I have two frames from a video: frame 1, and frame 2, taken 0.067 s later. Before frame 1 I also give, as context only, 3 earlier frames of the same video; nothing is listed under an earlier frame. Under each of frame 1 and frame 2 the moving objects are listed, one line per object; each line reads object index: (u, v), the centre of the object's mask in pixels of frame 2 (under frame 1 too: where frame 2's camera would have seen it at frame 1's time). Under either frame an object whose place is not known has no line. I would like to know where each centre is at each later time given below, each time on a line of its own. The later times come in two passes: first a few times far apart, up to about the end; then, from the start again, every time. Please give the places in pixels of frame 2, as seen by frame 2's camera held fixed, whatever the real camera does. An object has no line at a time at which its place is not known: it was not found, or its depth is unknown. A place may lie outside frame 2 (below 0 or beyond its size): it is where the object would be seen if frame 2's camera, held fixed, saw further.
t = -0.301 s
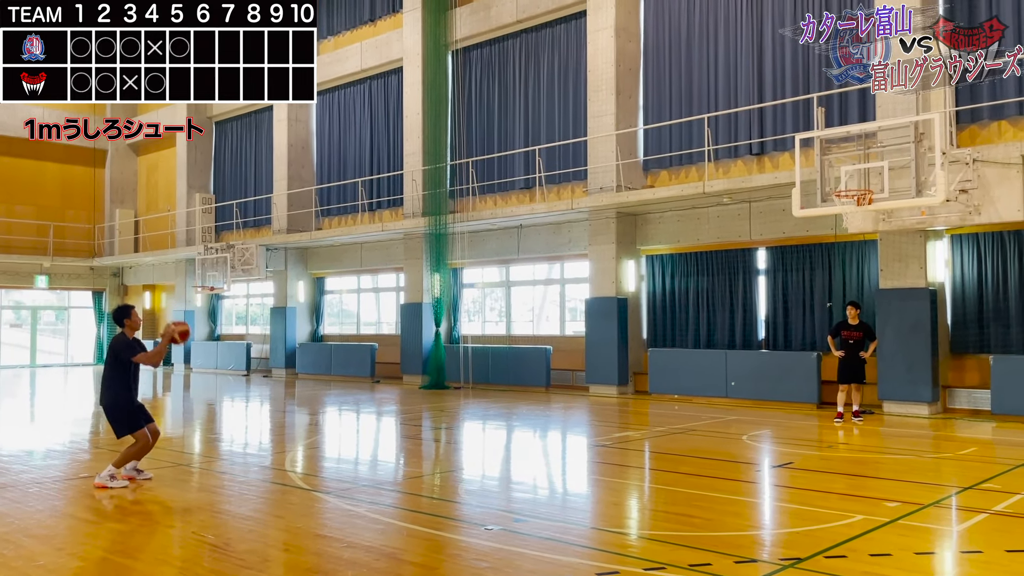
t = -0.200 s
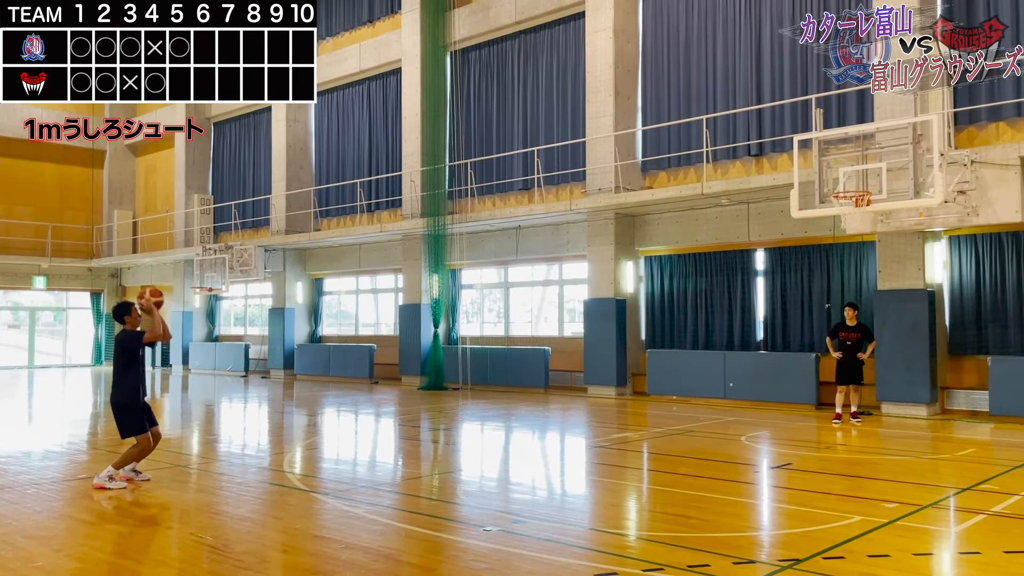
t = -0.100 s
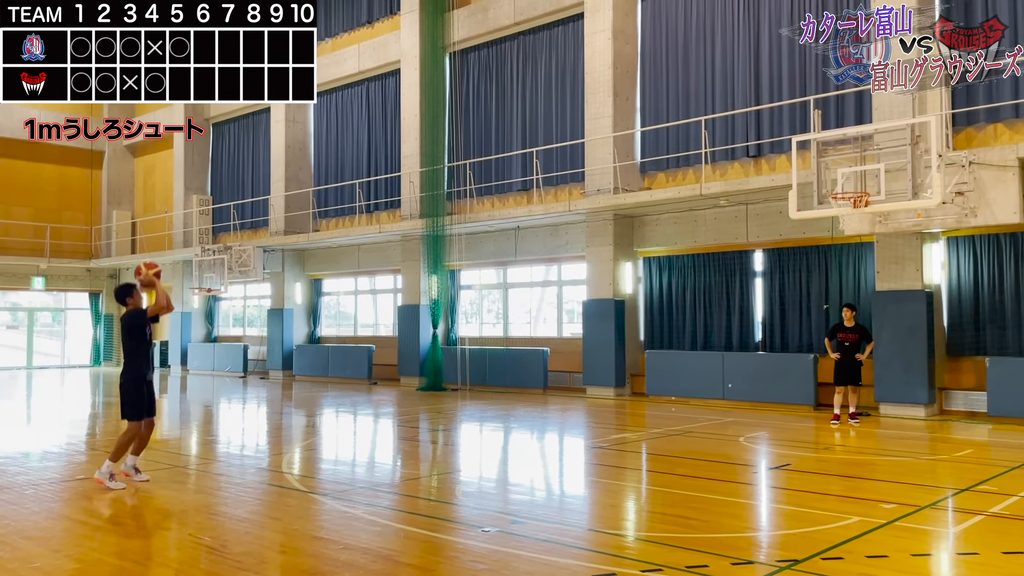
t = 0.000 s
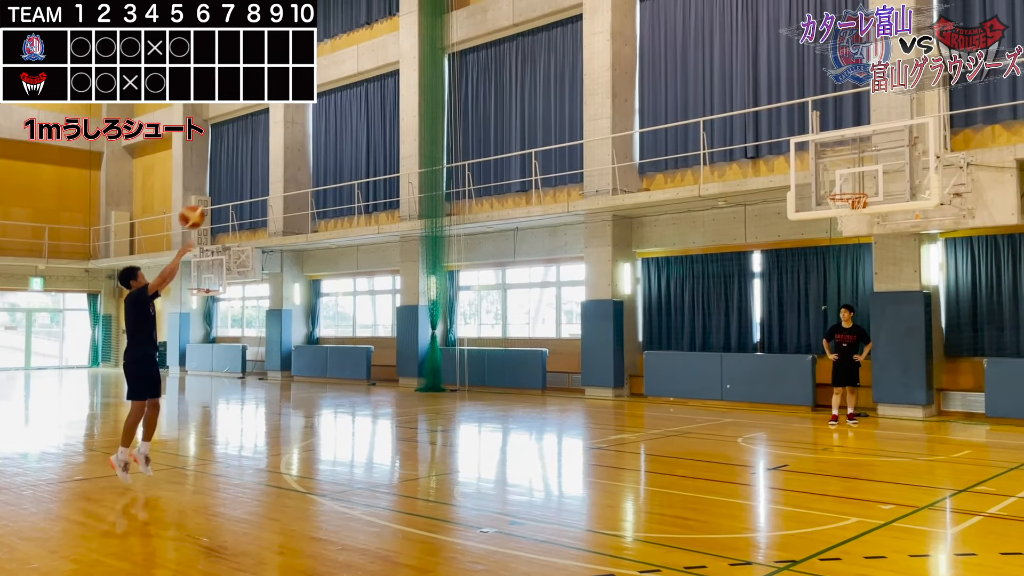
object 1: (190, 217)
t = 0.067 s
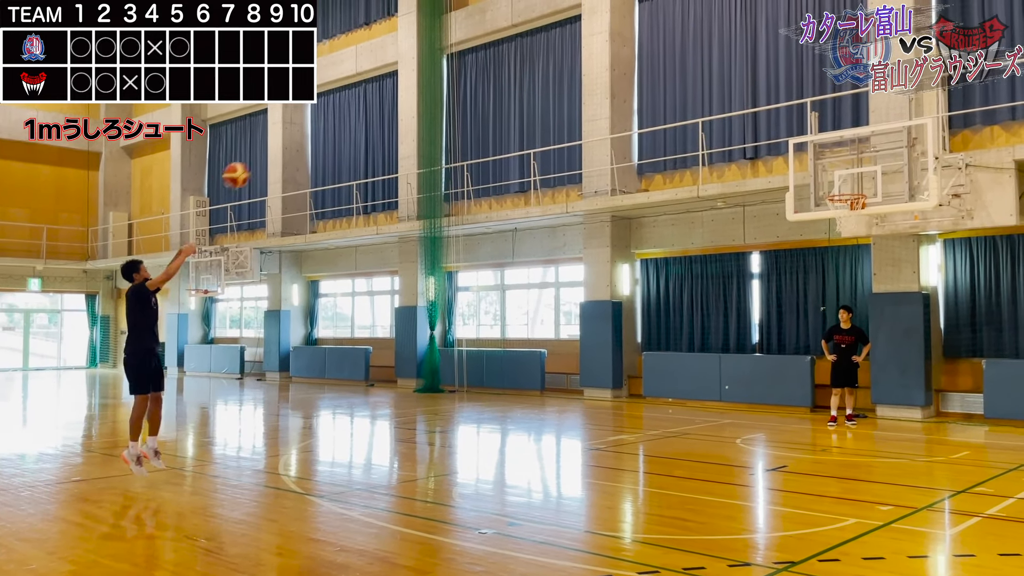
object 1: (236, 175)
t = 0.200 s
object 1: (322, 109)
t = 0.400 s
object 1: (437, 47)
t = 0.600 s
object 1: (540, 25)
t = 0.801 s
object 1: (634, 36)
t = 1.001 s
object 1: (720, 78)
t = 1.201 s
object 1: (801, 147)
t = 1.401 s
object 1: (859, 175)
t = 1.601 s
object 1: (872, 162)
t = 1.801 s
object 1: (875, 175)
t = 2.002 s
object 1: (877, 223)
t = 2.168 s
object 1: (880, 293)
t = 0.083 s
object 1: (247, 165)
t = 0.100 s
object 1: (258, 156)
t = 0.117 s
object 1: (268, 147)
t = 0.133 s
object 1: (280, 139)
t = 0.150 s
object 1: (290, 131)
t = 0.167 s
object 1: (300, 123)
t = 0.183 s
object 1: (311, 115)
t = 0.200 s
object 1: (322, 109)
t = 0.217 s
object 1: (331, 101)
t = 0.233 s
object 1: (341, 95)
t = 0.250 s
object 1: (352, 89)
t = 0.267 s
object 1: (362, 83)
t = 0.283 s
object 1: (371, 78)
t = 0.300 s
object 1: (381, 73)
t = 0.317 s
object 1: (390, 67)
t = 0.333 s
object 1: (399, 63)
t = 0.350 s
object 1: (410, 58)
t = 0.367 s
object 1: (419, 54)
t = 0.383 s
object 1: (428, 50)
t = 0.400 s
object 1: (437, 47)
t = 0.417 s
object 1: (446, 44)
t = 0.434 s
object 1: (455, 41)
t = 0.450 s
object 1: (463, 38)
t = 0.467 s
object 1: (472, 35)
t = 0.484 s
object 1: (481, 33)
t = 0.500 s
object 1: (490, 31)
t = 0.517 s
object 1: (498, 30)
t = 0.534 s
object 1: (507, 28)
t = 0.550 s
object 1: (516, 27)
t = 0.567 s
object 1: (523, 25)
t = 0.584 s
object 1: (532, 25)
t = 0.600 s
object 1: (540, 25)
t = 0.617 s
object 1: (548, 24)
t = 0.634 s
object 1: (556, 24)
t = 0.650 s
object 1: (565, 24)
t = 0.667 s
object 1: (572, 25)
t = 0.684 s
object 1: (580, 25)
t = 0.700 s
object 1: (588, 26)
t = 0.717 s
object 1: (595, 27)
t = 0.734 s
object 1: (603, 29)
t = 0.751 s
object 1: (611, 30)
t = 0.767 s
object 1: (619, 32)
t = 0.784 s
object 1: (626, 34)
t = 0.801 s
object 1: (634, 36)
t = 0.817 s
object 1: (642, 38)
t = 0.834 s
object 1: (649, 41)
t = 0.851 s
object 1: (656, 44)
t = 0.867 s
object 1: (663, 47)
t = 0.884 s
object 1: (671, 50)
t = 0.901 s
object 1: (678, 53)
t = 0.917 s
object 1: (685, 57)
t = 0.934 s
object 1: (692, 61)
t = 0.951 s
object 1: (699, 64)
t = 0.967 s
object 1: (707, 69)
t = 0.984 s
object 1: (713, 73)
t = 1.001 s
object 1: (720, 78)
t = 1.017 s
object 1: (727, 82)
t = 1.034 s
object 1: (734, 87)
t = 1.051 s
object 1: (741, 92)
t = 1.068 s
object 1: (748, 98)
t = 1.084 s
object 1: (755, 103)
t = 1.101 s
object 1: (762, 109)
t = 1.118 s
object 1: (768, 115)
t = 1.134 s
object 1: (775, 121)
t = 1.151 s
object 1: (782, 127)
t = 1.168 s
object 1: (788, 133)
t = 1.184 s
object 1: (795, 140)
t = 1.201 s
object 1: (801, 147)
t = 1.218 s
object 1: (807, 154)
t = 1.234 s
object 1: (814, 161)
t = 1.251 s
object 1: (820, 168)
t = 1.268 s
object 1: (827, 176)
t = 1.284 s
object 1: (833, 183)
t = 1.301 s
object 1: (838, 187)
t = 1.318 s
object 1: (841, 184)
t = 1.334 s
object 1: (845, 182)
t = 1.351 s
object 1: (848, 180)
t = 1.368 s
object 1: (852, 178)
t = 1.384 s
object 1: (855, 176)
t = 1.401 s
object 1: (859, 175)
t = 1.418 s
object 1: (862, 174)
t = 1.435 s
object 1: (865, 173)
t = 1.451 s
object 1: (869, 173)
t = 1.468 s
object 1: (871, 171)
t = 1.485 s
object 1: (871, 169)
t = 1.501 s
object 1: (871, 167)
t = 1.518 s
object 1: (871, 166)
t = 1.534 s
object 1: (871, 165)
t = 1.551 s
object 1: (871, 164)
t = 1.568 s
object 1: (872, 163)
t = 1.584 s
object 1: (872, 162)
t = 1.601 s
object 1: (872, 162)
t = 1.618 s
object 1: (873, 162)
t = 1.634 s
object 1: (873, 162)
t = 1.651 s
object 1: (873, 162)
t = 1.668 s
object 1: (873, 162)
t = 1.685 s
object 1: (874, 163)
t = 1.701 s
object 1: (874, 164)
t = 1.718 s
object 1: (874, 165)
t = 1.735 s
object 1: (875, 166)
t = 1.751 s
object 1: (874, 168)
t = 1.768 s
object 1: (874, 170)
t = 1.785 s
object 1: (875, 172)
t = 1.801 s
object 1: (875, 175)
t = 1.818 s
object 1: (875, 177)
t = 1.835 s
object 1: (875, 180)
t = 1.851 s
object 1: (875, 184)
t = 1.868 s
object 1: (875, 187)
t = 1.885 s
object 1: (876, 190)
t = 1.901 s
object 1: (876, 194)
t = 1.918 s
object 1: (875, 199)
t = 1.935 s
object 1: (875, 203)
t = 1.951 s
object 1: (875, 207)
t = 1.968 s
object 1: (877, 213)
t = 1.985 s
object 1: (877, 218)
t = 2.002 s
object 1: (877, 223)
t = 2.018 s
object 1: (878, 229)
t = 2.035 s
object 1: (878, 234)
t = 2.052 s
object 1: (878, 241)
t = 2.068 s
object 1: (879, 247)
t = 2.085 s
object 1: (879, 254)
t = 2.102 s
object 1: (880, 261)
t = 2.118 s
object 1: (880, 268)
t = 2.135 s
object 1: (880, 276)
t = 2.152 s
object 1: (880, 284)
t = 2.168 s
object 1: (880, 293)
